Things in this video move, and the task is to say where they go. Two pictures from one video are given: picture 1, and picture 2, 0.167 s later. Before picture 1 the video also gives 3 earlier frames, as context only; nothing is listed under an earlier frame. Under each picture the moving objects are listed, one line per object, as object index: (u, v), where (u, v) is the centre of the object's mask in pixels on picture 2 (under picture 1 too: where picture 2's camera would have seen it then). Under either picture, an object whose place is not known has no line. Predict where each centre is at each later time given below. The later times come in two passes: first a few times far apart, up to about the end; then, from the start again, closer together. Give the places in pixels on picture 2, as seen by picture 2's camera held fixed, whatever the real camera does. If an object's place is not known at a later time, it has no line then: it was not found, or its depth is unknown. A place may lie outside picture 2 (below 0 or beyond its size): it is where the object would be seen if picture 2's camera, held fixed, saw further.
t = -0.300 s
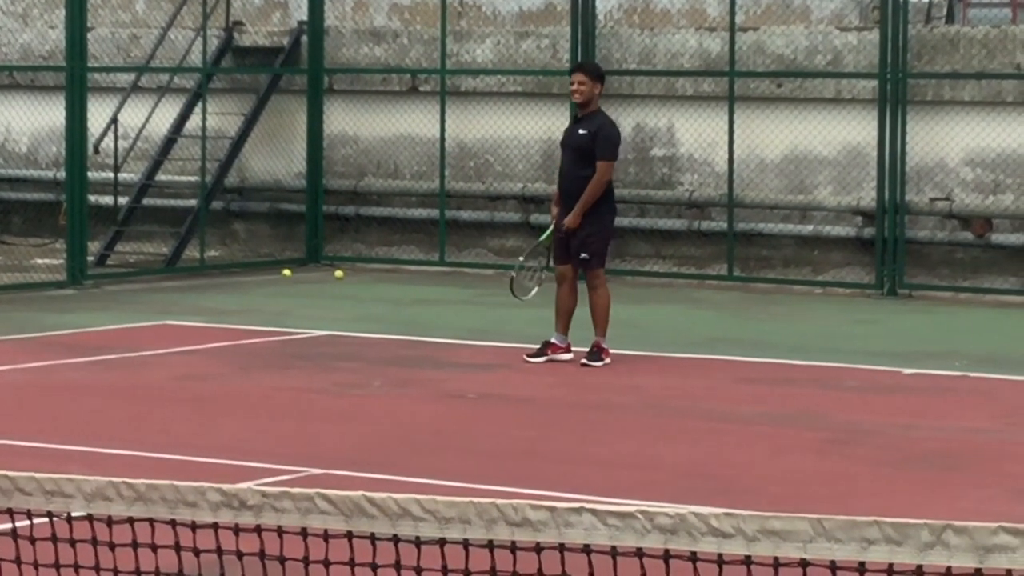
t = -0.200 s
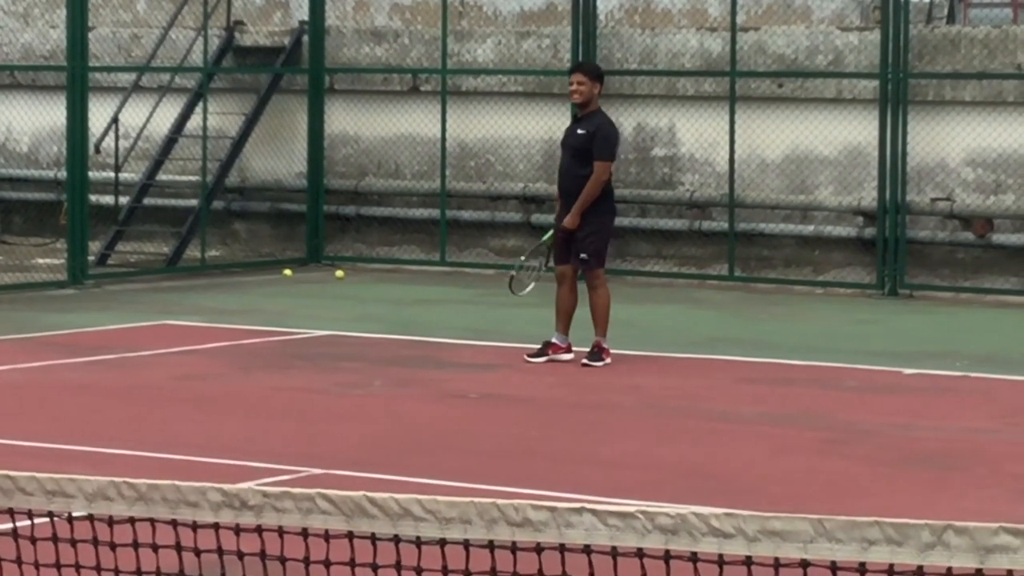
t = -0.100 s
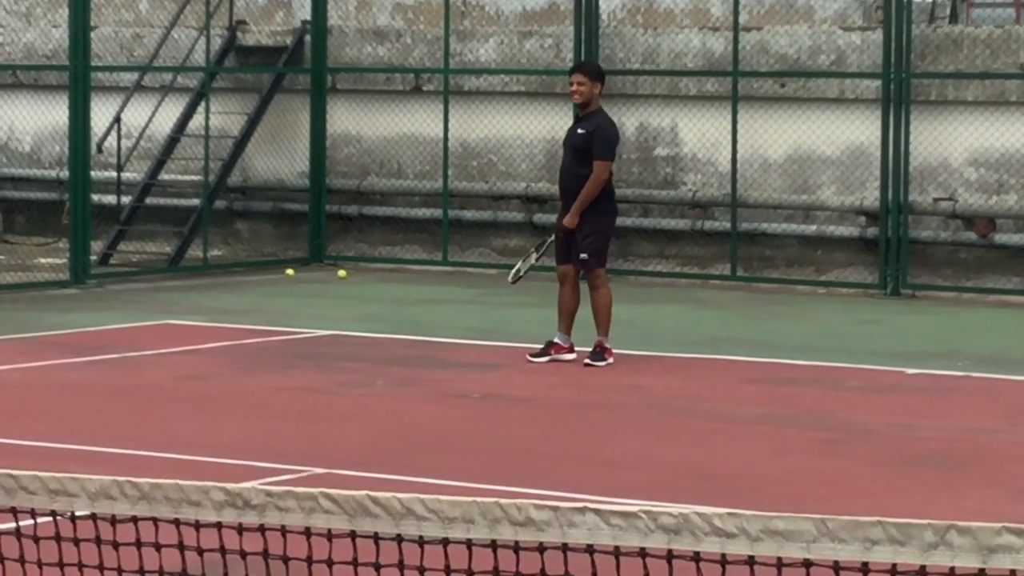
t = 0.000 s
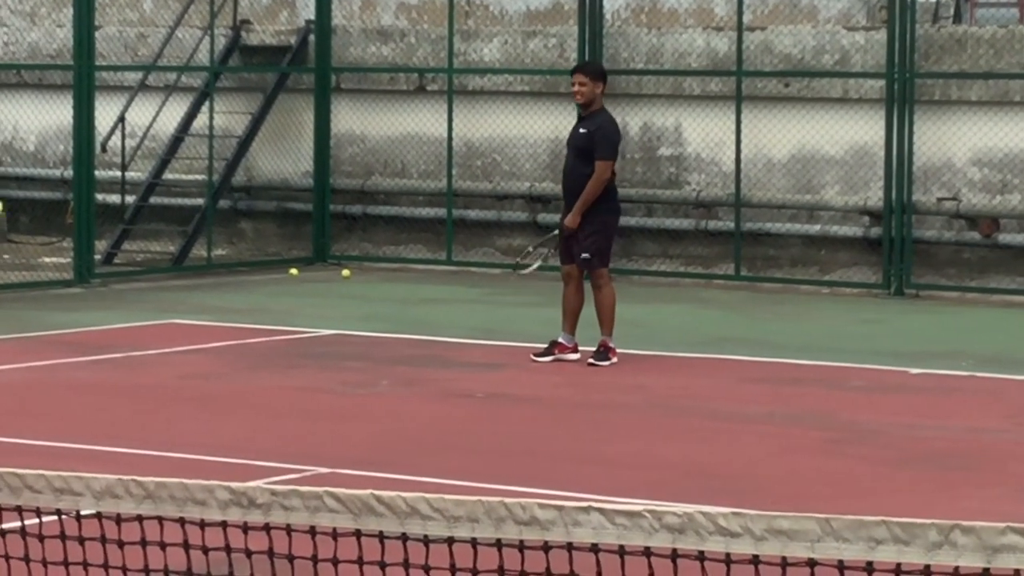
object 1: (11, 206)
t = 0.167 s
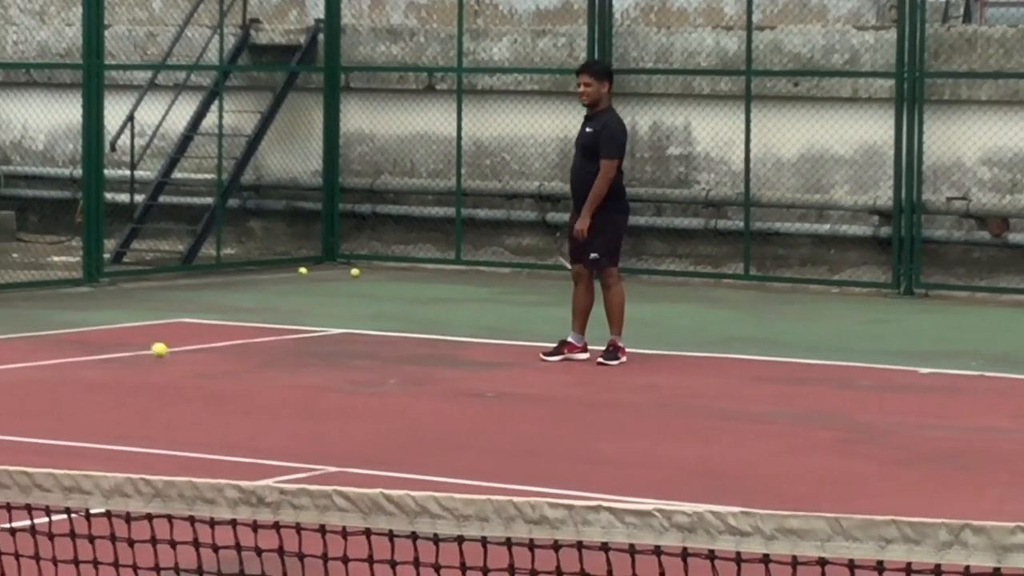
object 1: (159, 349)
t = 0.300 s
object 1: (241, 346)
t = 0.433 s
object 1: (296, 248)
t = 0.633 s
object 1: (369, 180)
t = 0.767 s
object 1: (412, 180)
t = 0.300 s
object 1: (241, 346)
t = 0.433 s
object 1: (296, 248)
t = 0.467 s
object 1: (309, 231)
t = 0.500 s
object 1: (322, 216)
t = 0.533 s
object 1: (334, 203)
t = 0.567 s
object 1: (346, 194)
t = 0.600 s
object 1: (358, 186)
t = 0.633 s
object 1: (369, 180)
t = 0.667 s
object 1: (380, 177)
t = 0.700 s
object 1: (392, 176)
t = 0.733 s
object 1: (402, 176)
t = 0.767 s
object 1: (412, 180)
